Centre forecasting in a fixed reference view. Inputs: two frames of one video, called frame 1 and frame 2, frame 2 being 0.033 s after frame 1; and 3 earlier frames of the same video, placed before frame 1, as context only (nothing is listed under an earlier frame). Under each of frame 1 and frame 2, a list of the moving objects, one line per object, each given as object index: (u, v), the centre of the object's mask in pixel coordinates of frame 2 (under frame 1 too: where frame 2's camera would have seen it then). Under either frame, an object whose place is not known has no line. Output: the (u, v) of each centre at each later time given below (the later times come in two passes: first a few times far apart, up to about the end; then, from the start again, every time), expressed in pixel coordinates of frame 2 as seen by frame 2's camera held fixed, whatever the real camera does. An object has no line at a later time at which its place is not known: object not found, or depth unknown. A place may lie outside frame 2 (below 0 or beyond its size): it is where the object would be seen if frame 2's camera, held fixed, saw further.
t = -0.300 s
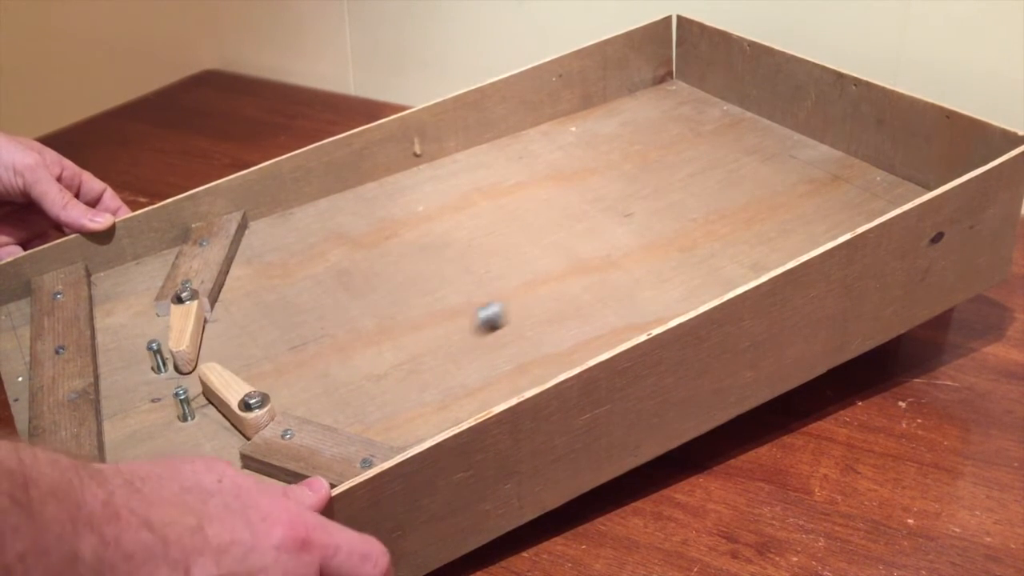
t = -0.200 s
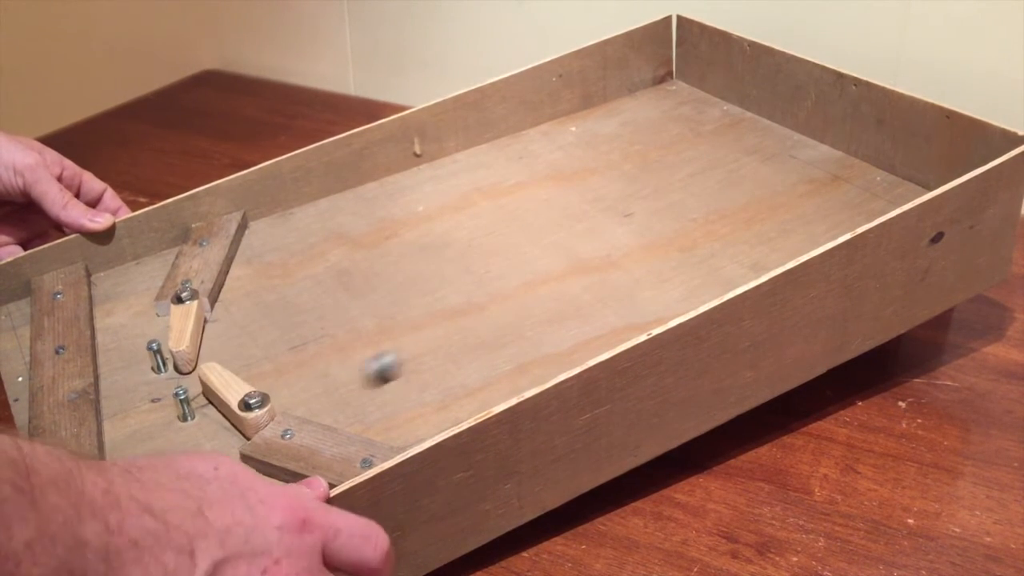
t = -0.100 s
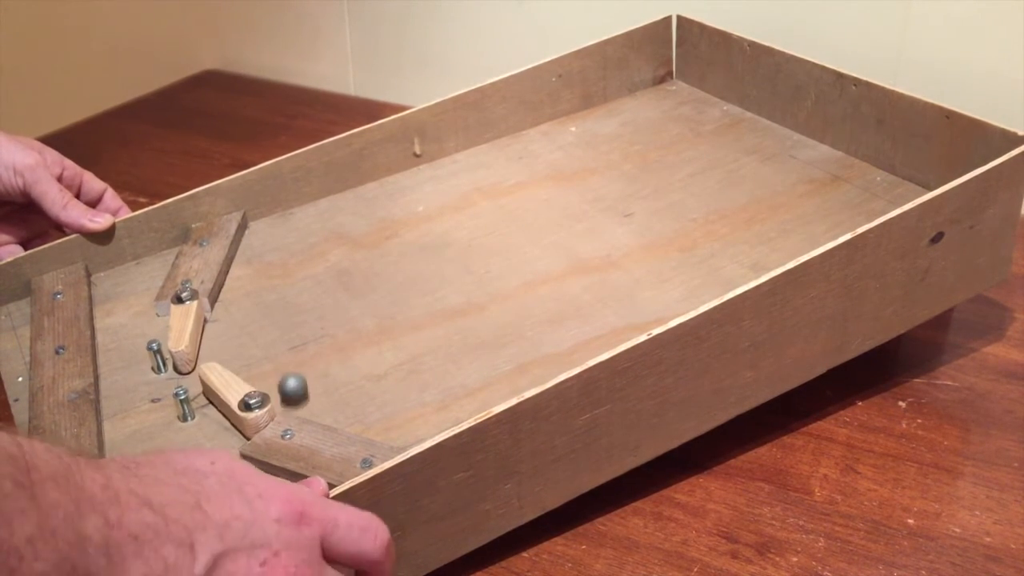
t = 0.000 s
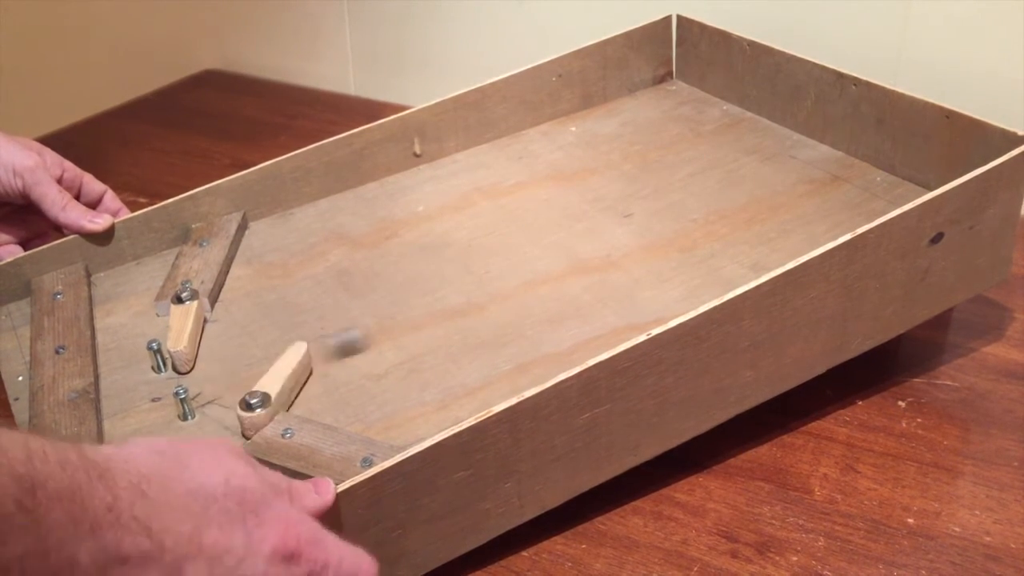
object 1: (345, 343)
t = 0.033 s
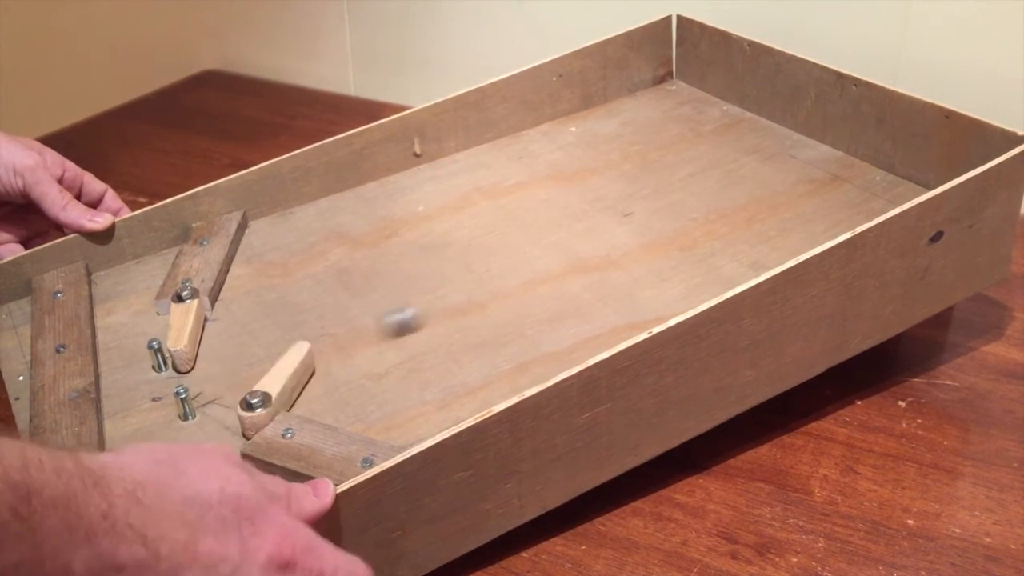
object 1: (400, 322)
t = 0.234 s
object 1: (609, 235)
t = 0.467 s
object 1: (755, 170)
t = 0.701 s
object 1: (815, 149)
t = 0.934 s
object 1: (773, 183)
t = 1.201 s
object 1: (662, 250)
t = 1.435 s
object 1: (482, 345)
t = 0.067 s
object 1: (448, 305)
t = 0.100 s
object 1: (488, 289)
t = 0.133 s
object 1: (521, 273)
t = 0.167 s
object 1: (553, 259)
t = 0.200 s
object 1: (582, 247)
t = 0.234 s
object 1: (609, 235)
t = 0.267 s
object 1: (635, 223)
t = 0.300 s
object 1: (658, 214)
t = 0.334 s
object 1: (681, 204)
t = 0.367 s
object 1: (701, 194)
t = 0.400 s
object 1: (720, 185)
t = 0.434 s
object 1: (738, 178)
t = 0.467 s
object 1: (755, 170)
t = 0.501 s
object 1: (770, 164)
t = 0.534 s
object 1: (785, 157)
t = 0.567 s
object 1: (798, 151)
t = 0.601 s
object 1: (811, 145)
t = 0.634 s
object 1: (821, 141)
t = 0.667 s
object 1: (818, 145)
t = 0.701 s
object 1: (815, 149)
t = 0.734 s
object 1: (812, 152)
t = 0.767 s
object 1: (808, 156)
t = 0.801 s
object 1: (803, 161)
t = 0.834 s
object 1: (797, 166)
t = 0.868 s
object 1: (790, 171)
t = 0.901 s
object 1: (782, 177)
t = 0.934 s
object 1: (773, 183)
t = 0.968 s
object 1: (763, 190)
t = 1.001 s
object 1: (752, 196)
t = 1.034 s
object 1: (741, 203)
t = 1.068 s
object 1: (728, 212)
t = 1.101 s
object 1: (713, 220)
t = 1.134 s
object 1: (697, 230)
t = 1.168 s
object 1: (681, 239)
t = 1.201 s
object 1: (662, 250)
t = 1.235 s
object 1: (642, 262)
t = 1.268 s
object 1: (621, 274)
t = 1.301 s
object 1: (596, 287)
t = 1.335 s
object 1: (570, 300)
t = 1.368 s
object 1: (544, 314)
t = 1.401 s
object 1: (513, 330)
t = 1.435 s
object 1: (482, 345)
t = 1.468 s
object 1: (448, 362)
